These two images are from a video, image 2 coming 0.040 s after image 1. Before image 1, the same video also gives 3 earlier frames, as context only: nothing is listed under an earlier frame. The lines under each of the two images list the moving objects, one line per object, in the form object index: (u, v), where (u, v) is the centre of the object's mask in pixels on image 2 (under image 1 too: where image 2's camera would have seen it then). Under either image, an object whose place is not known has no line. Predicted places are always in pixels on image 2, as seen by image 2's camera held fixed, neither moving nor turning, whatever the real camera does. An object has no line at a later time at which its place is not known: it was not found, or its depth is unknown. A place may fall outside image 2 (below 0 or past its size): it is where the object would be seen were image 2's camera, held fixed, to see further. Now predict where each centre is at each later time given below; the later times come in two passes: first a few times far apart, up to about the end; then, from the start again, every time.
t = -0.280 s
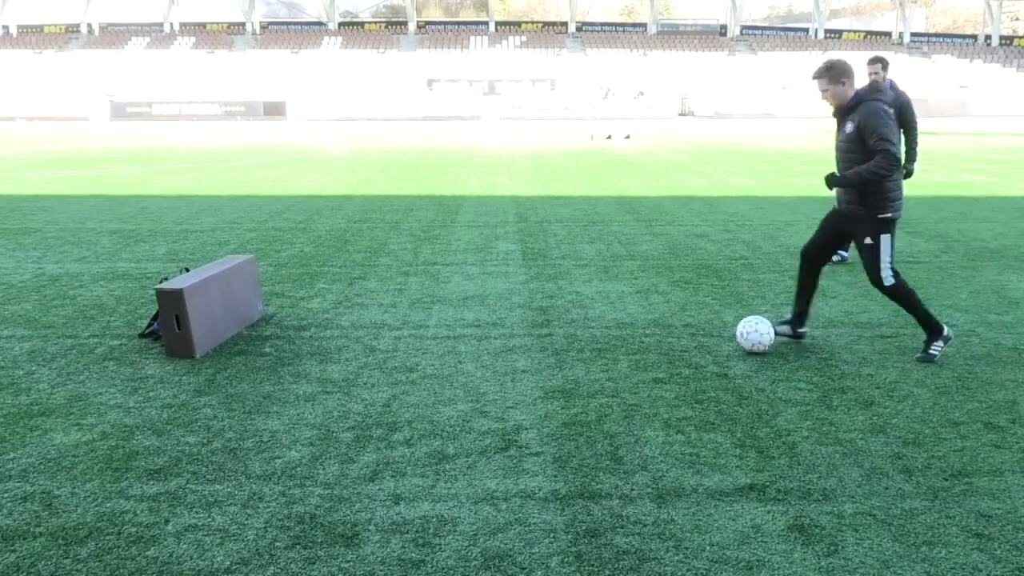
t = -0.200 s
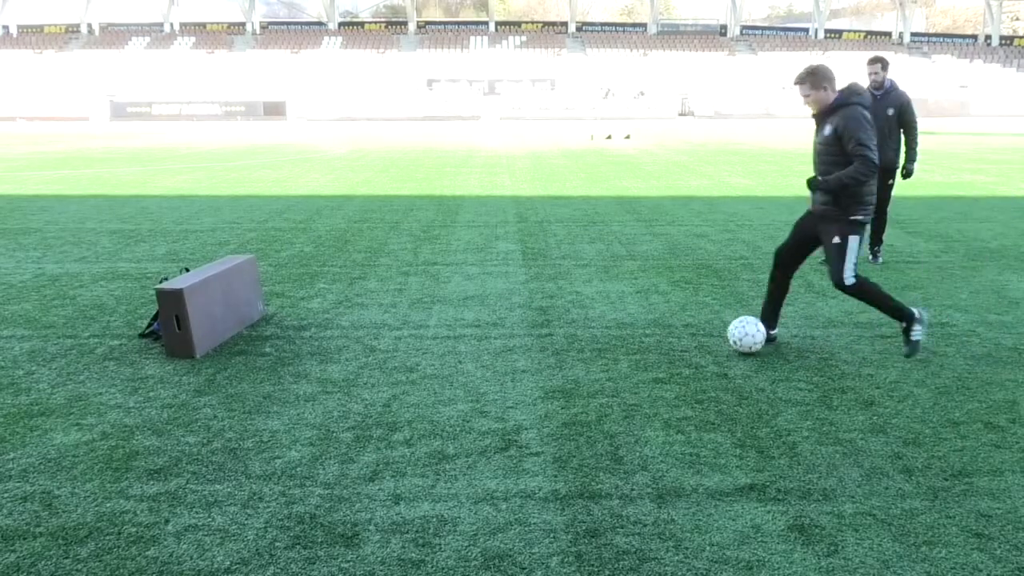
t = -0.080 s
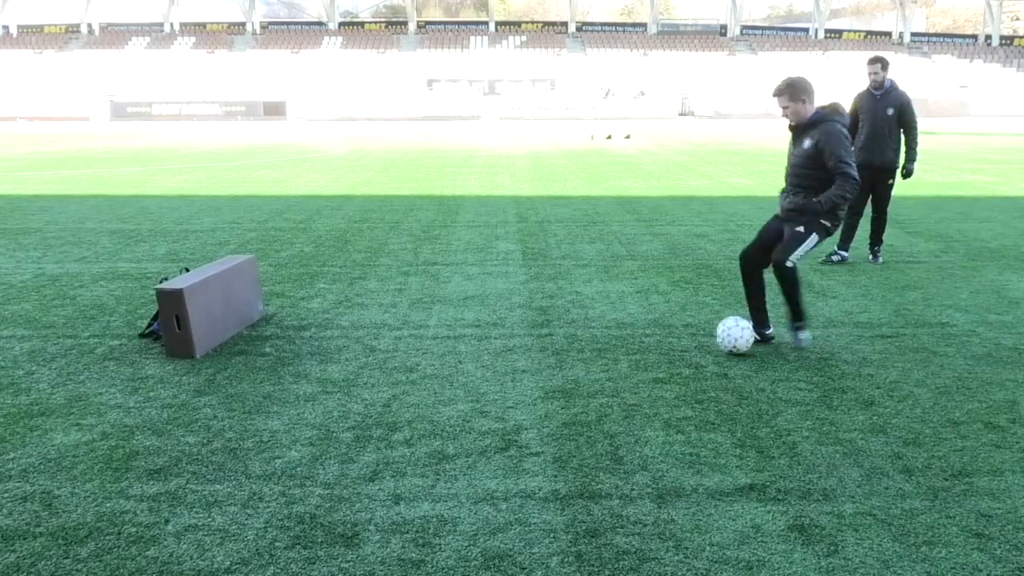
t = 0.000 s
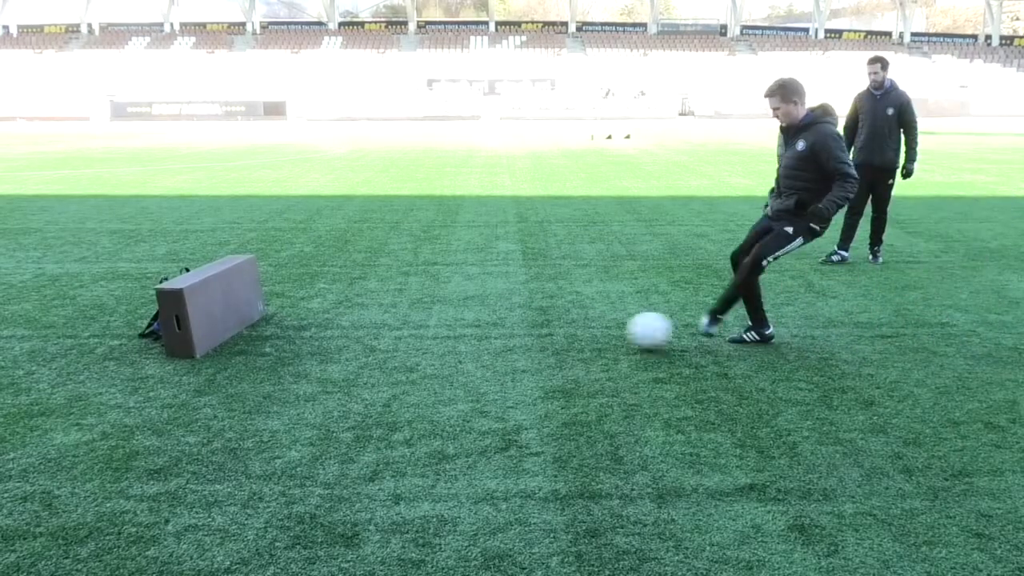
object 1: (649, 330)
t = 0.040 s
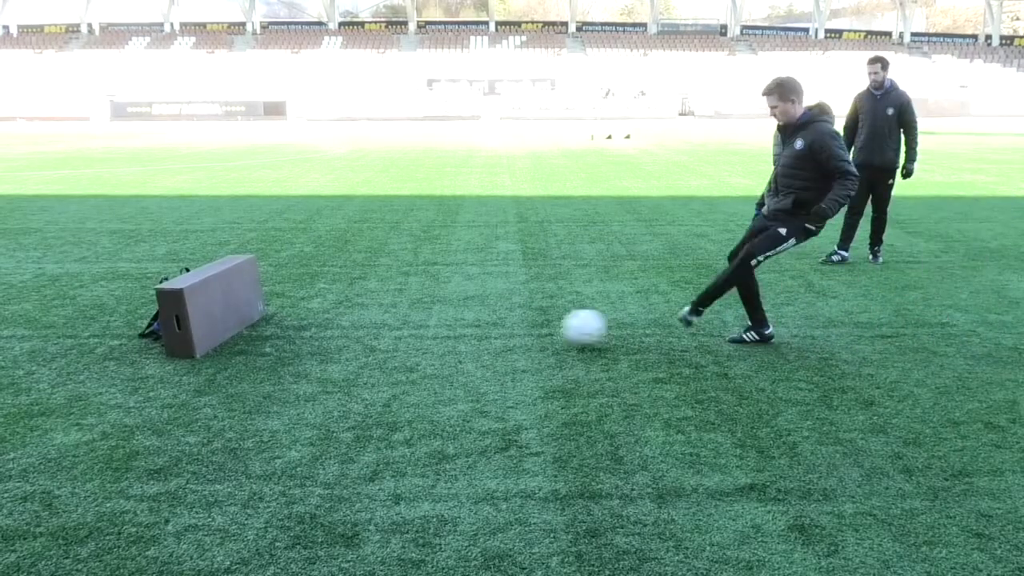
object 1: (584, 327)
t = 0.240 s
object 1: (296, 320)
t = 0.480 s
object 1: (364, 278)
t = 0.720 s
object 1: (529, 309)
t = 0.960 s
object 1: (628, 312)
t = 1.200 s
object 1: (704, 331)
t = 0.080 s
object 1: (520, 327)
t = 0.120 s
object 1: (461, 326)
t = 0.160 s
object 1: (403, 324)
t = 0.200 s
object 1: (348, 324)
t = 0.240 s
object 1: (296, 320)
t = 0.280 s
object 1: (246, 319)
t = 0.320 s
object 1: (262, 306)
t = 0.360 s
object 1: (286, 296)
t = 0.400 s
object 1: (312, 288)
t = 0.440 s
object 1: (338, 280)
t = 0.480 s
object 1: (364, 278)
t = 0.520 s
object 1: (391, 276)
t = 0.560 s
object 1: (417, 277)
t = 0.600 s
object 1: (445, 281)
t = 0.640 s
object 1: (472, 288)
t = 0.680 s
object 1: (500, 297)
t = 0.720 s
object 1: (529, 309)
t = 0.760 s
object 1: (558, 324)
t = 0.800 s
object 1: (580, 330)
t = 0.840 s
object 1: (592, 321)
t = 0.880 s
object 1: (605, 316)
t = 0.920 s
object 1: (617, 313)
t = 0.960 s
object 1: (628, 312)
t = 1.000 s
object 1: (641, 314)
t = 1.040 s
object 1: (654, 318)
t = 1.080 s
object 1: (667, 325)
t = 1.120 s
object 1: (679, 336)
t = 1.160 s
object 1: (691, 334)
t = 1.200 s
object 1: (704, 331)
